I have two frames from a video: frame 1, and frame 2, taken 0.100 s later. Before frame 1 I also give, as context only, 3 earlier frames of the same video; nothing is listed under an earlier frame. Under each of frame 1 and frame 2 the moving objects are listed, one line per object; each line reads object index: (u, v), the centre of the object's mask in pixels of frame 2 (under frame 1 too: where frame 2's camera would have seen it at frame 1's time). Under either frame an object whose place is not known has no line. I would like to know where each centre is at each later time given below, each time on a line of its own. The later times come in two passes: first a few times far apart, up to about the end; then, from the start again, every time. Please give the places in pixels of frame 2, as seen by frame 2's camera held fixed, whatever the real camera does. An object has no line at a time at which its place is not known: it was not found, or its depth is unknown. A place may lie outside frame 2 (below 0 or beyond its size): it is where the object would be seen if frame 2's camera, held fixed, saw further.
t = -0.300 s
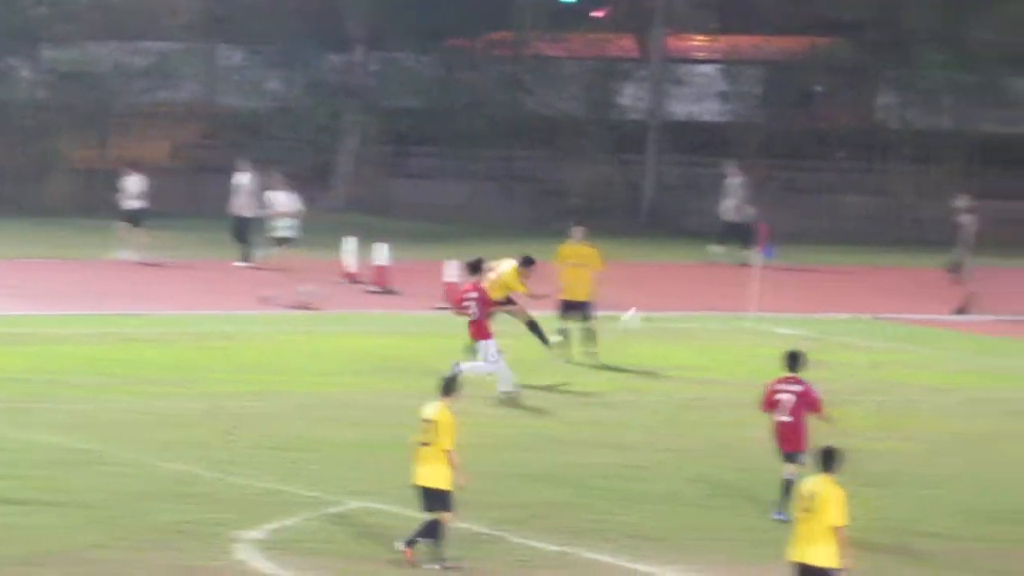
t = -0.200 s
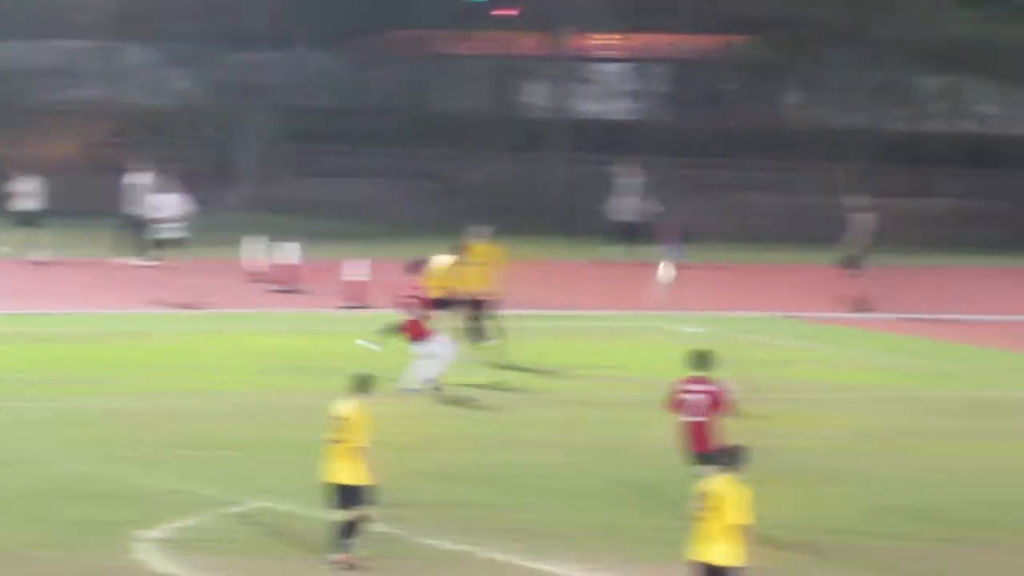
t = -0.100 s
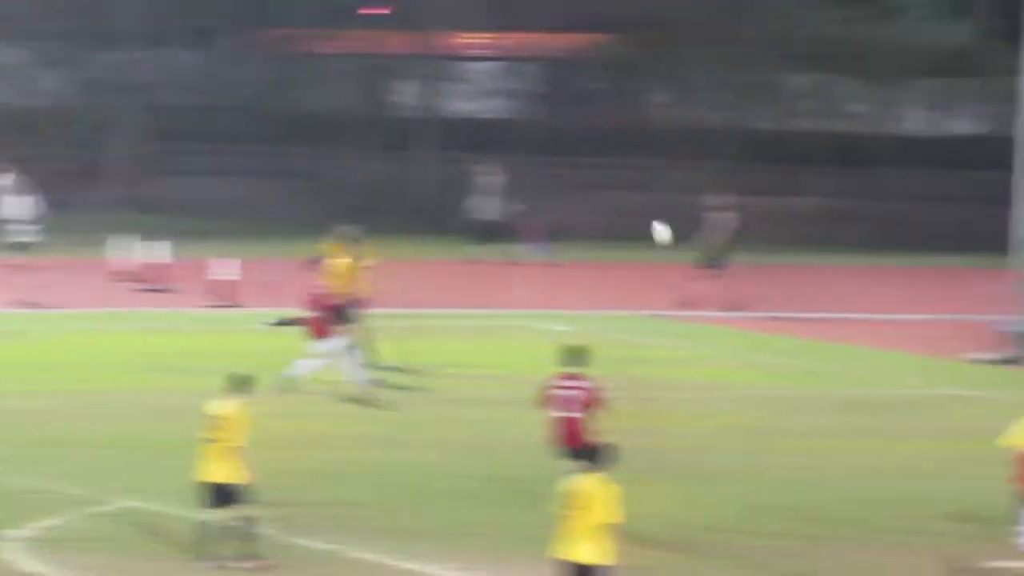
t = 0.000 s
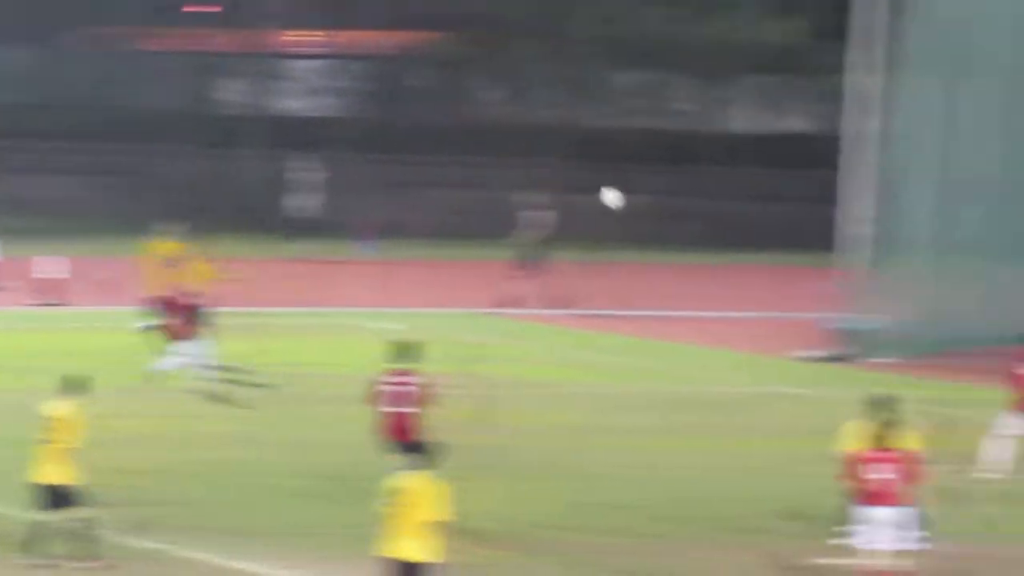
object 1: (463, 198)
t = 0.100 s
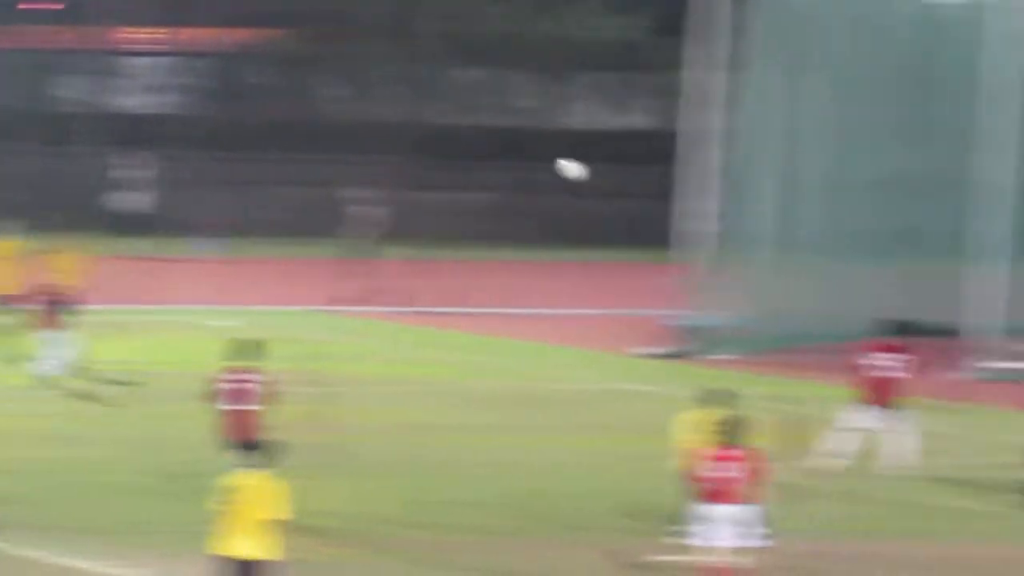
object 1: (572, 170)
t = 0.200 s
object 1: (679, 146)
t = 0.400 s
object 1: (907, 119)
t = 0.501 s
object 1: (1022, 119)
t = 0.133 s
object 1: (609, 161)
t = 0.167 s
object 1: (646, 152)
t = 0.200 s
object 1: (679, 146)
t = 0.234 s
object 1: (718, 139)
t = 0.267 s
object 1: (755, 133)
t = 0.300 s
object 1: (793, 129)
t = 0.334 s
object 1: (831, 125)
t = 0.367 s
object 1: (869, 121)
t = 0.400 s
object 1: (907, 119)
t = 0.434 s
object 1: (945, 118)
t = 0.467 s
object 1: (983, 118)
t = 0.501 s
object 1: (1022, 119)
